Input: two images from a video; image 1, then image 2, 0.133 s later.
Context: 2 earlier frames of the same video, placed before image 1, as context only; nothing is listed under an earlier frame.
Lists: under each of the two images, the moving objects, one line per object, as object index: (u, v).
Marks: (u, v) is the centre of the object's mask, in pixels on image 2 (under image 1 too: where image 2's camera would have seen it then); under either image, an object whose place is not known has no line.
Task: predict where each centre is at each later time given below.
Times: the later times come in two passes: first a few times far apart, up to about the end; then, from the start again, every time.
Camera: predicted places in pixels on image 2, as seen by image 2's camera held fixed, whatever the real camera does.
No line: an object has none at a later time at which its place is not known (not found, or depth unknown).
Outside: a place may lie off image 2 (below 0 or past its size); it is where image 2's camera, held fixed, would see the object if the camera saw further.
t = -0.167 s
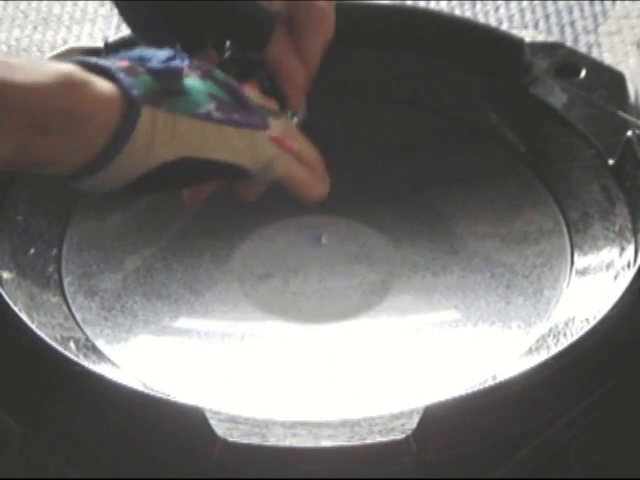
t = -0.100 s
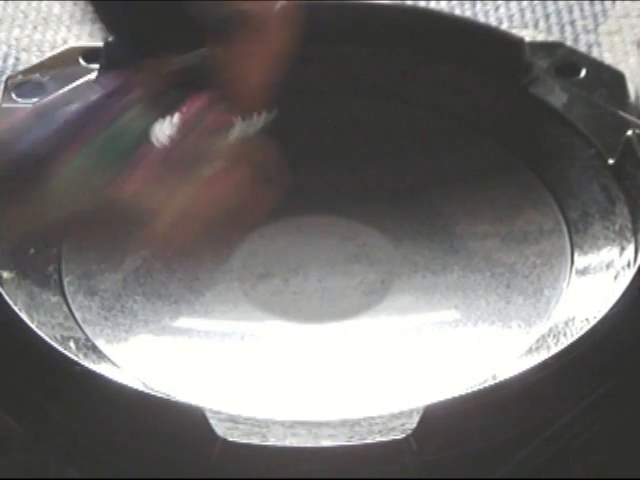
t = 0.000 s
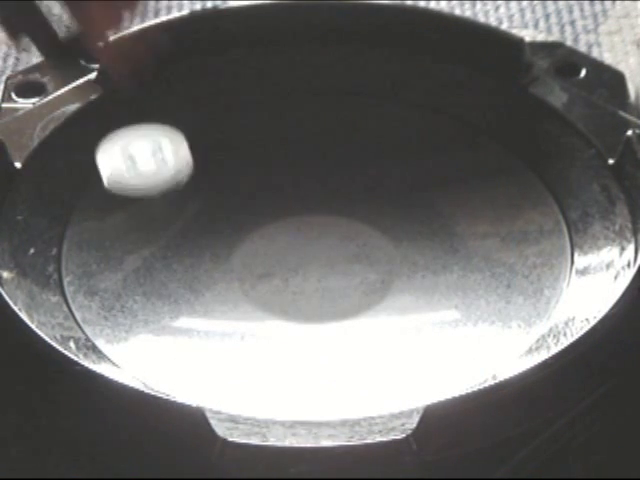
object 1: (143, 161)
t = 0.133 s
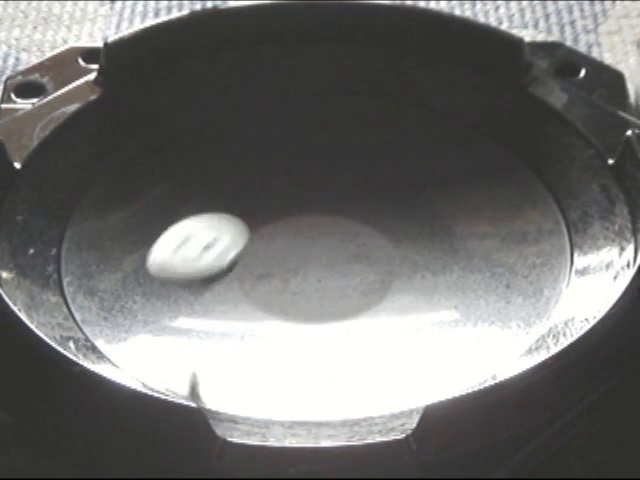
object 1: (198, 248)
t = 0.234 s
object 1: (261, 262)
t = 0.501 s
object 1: (373, 243)
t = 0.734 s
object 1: (357, 248)
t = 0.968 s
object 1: (306, 254)
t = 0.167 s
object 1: (217, 238)
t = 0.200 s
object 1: (238, 241)
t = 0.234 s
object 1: (261, 262)
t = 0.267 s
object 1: (280, 258)
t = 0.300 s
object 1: (297, 244)
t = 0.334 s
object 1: (314, 243)
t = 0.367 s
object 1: (333, 255)
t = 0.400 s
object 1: (345, 244)
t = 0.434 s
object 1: (356, 242)
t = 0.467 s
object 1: (367, 250)
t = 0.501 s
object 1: (373, 243)
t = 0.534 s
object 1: (377, 246)
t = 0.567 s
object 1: (379, 245)
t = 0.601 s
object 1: (379, 246)
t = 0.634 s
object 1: (375, 247)
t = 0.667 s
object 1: (370, 248)
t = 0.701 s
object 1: (364, 248)
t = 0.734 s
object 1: (357, 248)
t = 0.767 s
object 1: (350, 248)
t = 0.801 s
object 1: (343, 248)
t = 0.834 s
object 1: (335, 249)
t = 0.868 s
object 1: (328, 250)
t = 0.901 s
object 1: (321, 251)
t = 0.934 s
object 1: (313, 253)
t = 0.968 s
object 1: (306, 254)
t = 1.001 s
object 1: (299, 256)
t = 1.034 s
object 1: (292, 257)
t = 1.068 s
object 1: (286, 259)
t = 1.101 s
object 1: (279, 261)
